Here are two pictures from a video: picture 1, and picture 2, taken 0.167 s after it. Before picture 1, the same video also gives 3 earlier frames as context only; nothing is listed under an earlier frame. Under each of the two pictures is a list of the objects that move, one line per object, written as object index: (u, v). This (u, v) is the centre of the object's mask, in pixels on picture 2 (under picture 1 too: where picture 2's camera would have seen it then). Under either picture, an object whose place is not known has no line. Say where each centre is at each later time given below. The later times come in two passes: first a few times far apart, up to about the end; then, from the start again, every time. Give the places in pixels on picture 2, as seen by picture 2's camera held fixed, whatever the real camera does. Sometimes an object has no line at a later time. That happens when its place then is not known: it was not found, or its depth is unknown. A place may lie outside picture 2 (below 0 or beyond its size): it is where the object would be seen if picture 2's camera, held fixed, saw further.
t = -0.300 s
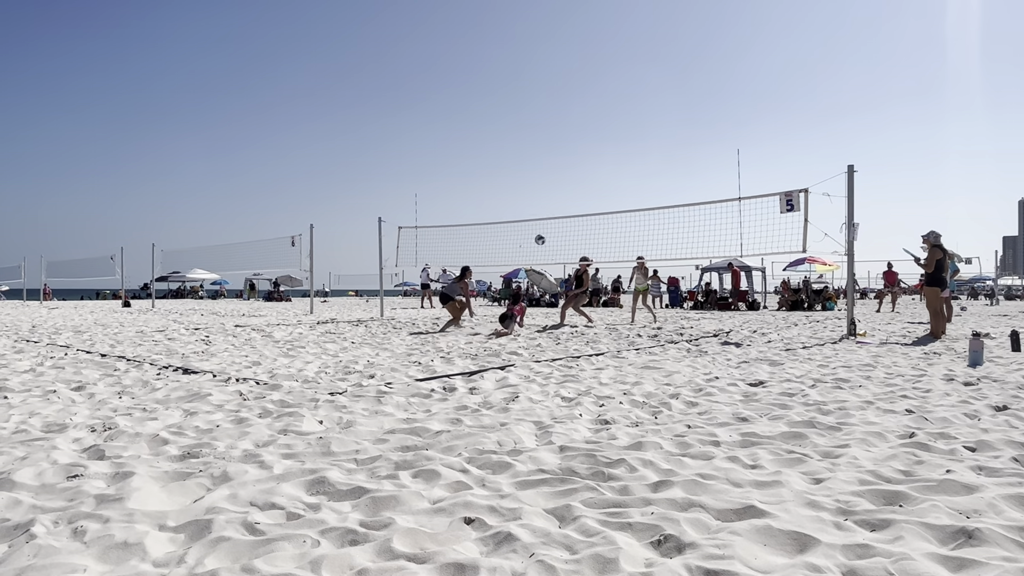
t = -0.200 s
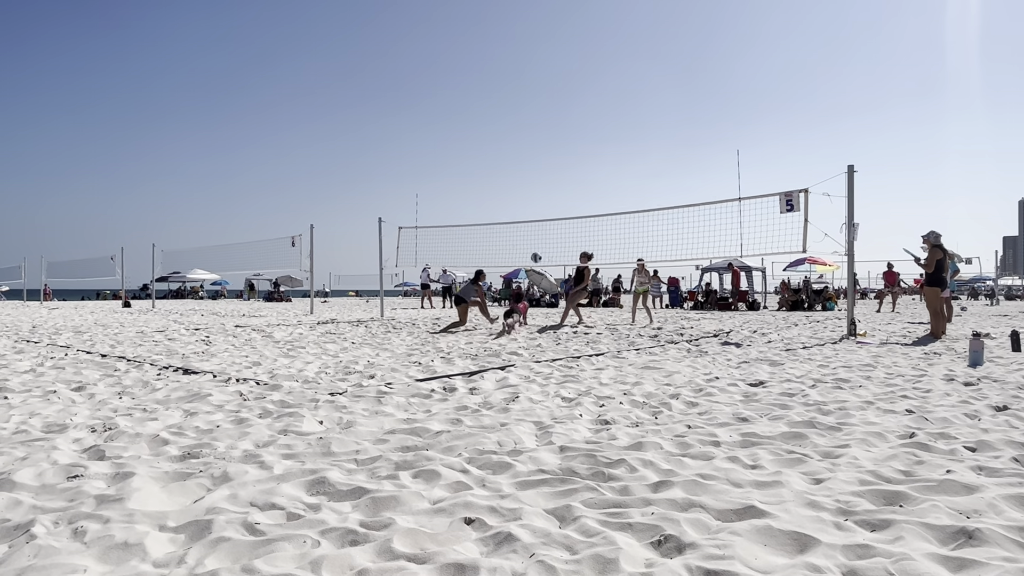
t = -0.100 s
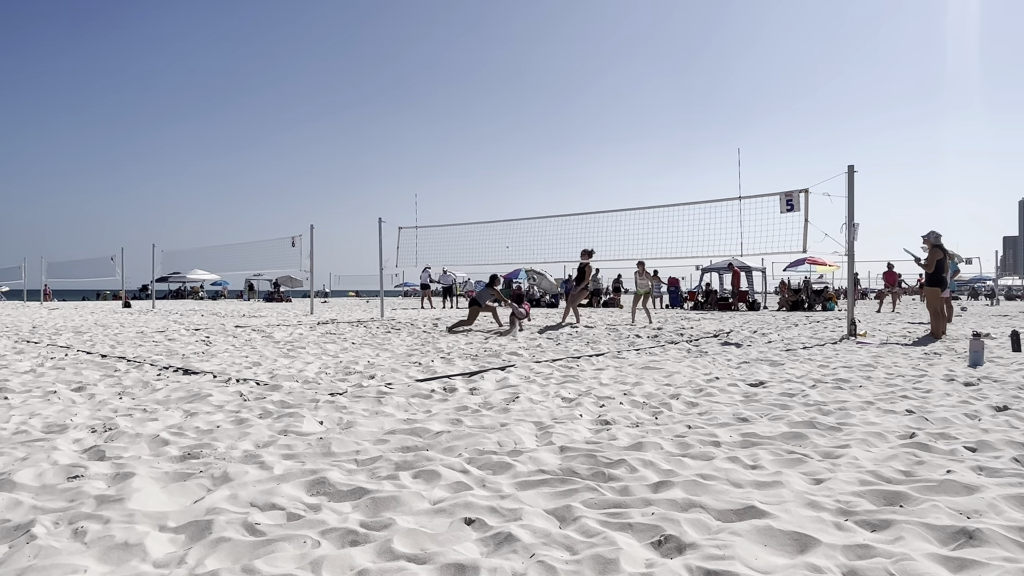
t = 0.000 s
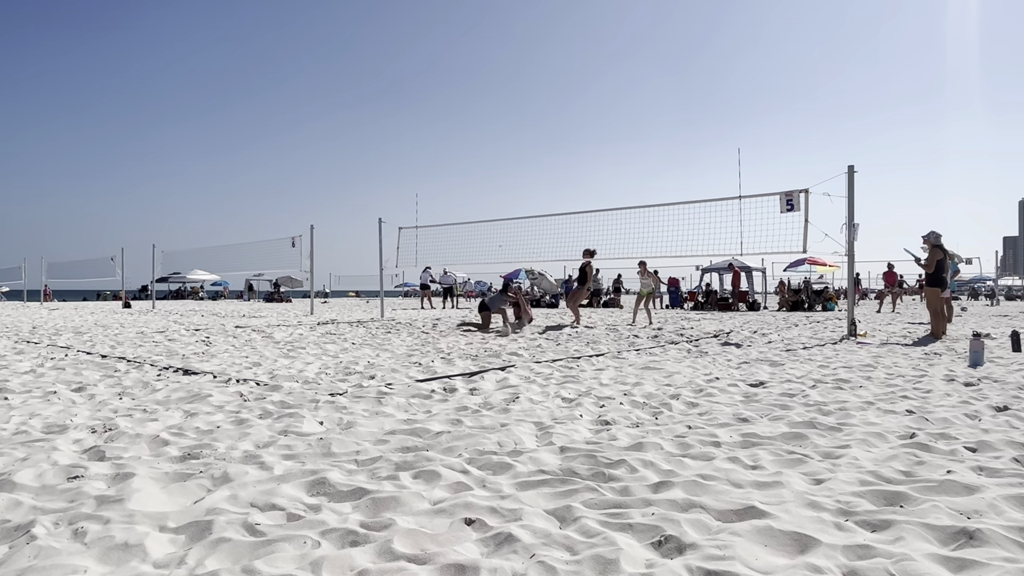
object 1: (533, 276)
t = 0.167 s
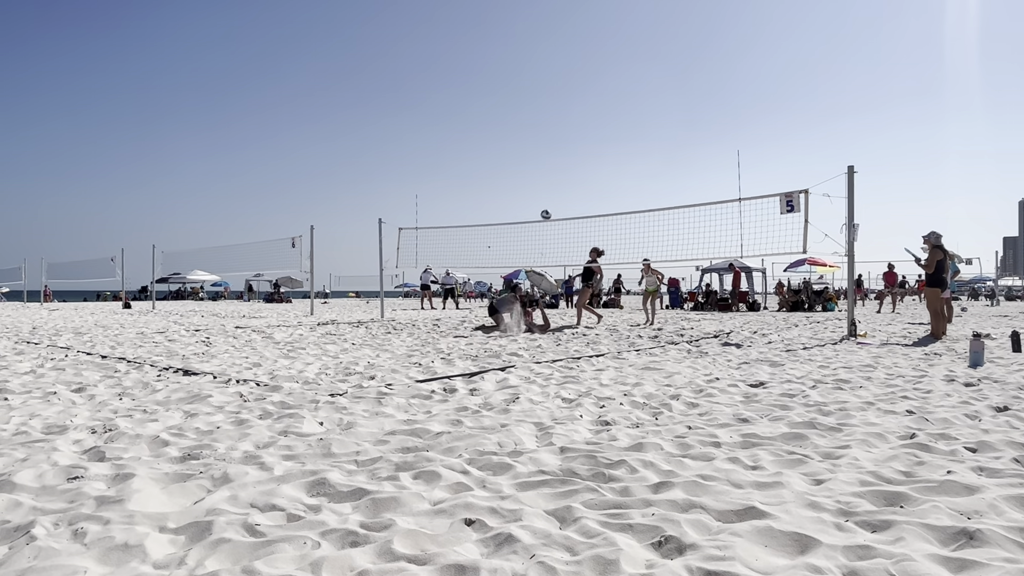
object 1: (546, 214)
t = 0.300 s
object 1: (555, 175)
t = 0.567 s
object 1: (573, 122)
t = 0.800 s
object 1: (587, 103)
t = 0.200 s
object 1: (548, 204)
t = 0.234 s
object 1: (550, 194)
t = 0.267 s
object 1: (553, 184)
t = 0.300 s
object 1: (555, 175)
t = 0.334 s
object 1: (557, 167)
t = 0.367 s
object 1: (560, 159)
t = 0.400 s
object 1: (562, 151)
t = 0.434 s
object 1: (564, 144)
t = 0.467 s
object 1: (566, 138)
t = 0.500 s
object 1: (569, 132)
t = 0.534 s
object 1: (570, 127)
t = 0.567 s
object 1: (573, 122)
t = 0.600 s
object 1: (575, 117)
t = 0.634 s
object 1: (577, 114)
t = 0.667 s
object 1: (579, 111)
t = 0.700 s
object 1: (581, 108)
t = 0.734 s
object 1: (583, 106)
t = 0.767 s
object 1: (585, 104)
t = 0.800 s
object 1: (587, 103)
